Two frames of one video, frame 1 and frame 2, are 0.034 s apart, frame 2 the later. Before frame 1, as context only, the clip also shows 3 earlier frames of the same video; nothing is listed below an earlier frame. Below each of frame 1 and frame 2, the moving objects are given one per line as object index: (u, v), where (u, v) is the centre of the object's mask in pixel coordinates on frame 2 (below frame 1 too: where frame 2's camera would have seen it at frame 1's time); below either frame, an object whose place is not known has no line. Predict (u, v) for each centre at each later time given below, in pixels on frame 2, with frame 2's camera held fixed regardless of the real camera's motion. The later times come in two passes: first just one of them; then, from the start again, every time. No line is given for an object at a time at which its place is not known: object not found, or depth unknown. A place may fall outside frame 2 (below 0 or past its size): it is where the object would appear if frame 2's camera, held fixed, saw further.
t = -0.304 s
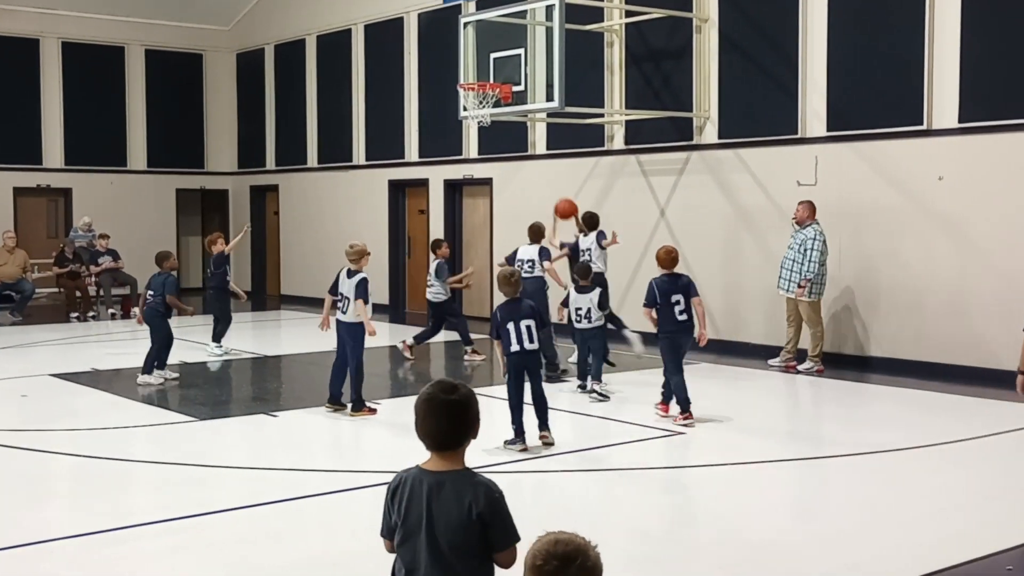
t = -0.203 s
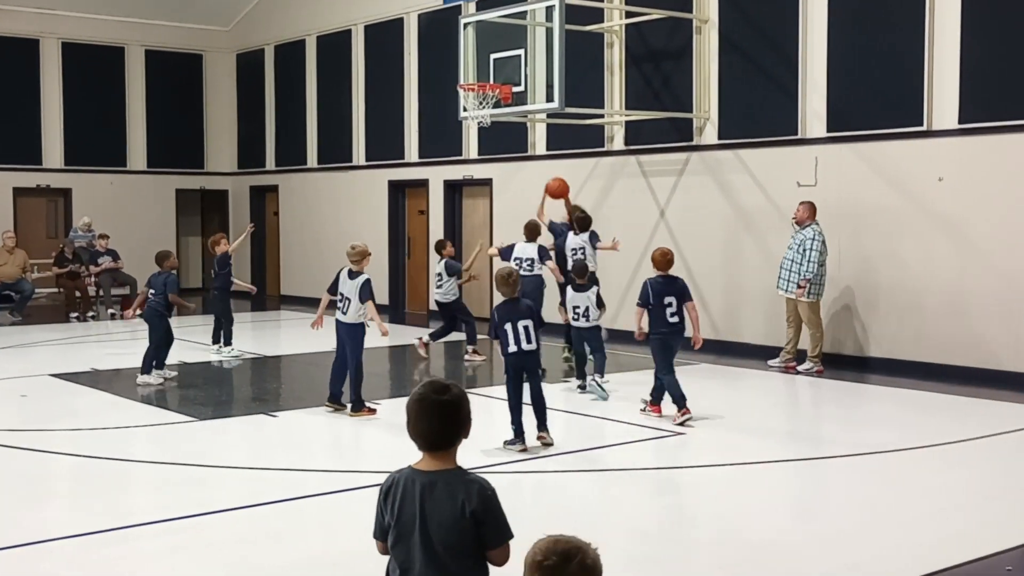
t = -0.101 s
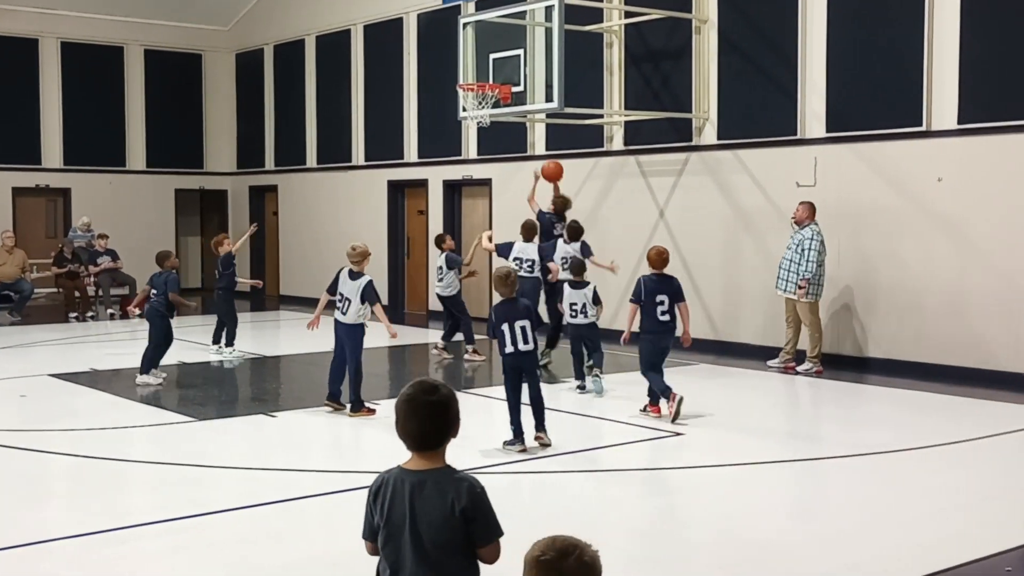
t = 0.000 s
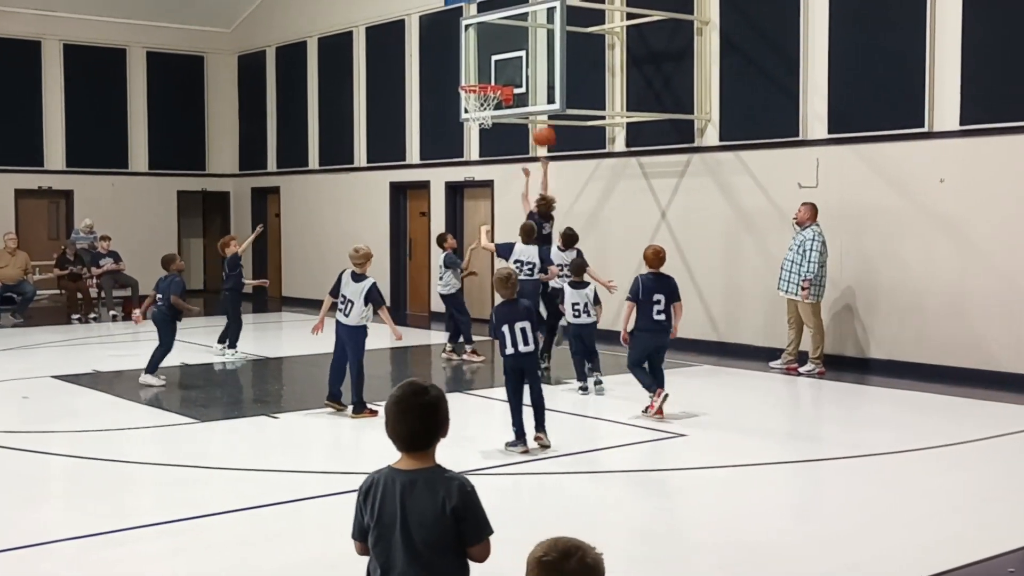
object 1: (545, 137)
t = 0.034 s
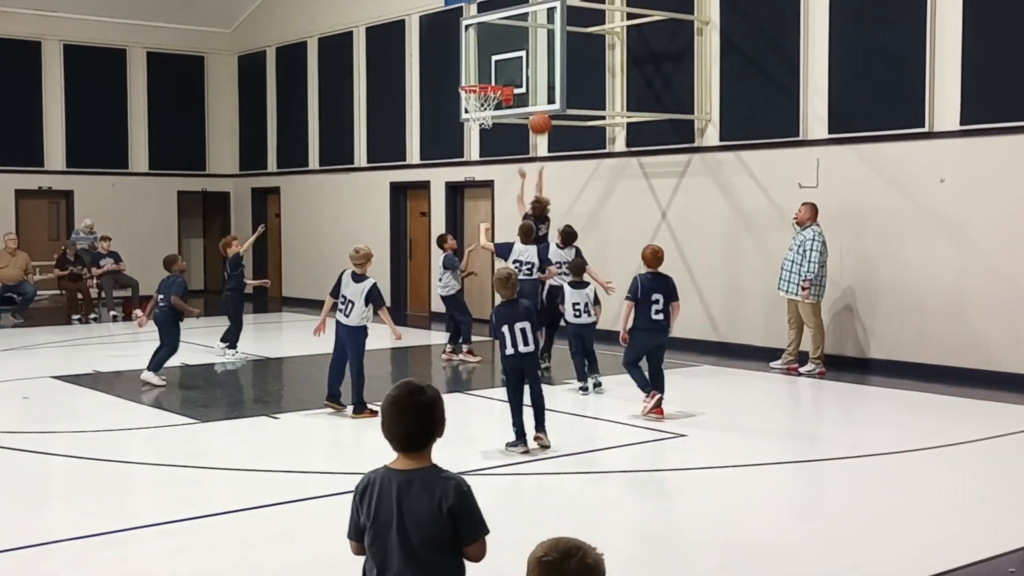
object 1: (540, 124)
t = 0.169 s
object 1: (525, 86)
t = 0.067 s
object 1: (537, 113)
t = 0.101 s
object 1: (532, 103)
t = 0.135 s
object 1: (529, 94)
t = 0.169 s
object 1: (525, 86)
